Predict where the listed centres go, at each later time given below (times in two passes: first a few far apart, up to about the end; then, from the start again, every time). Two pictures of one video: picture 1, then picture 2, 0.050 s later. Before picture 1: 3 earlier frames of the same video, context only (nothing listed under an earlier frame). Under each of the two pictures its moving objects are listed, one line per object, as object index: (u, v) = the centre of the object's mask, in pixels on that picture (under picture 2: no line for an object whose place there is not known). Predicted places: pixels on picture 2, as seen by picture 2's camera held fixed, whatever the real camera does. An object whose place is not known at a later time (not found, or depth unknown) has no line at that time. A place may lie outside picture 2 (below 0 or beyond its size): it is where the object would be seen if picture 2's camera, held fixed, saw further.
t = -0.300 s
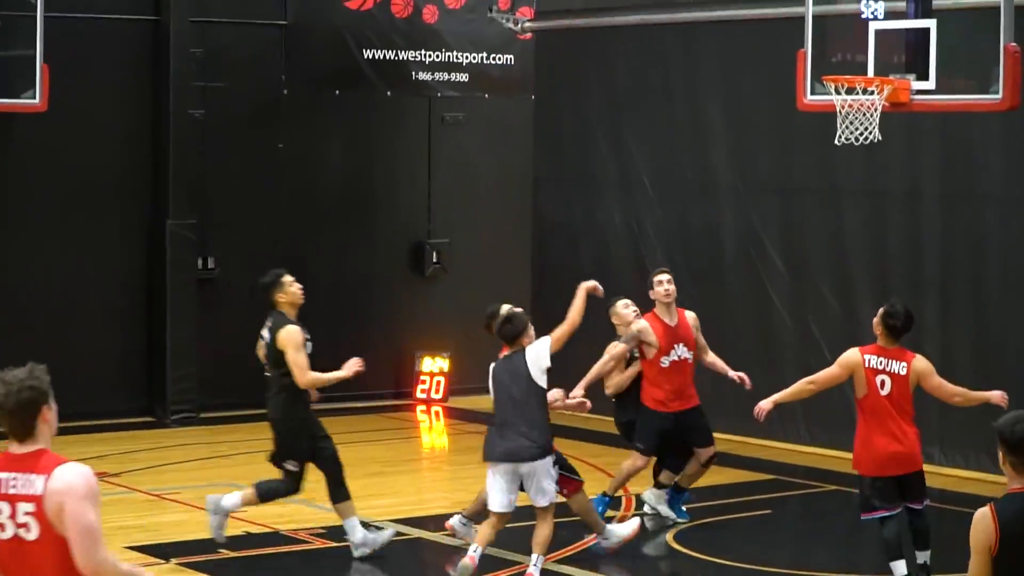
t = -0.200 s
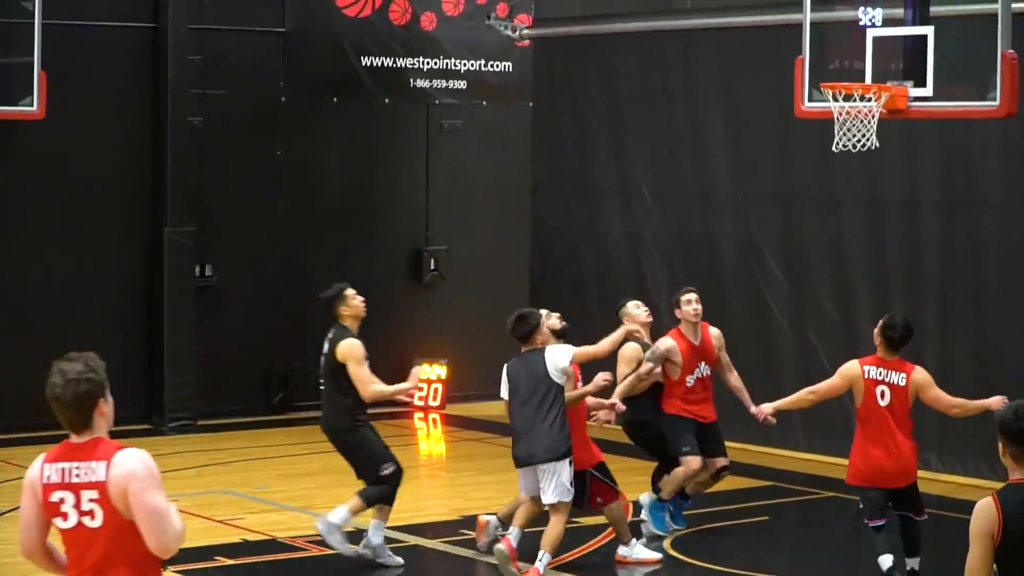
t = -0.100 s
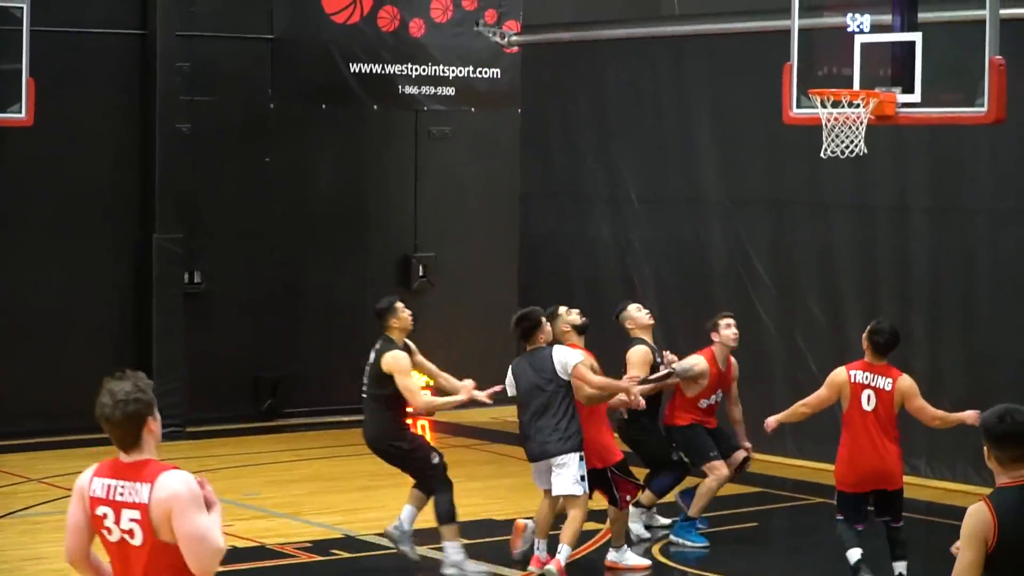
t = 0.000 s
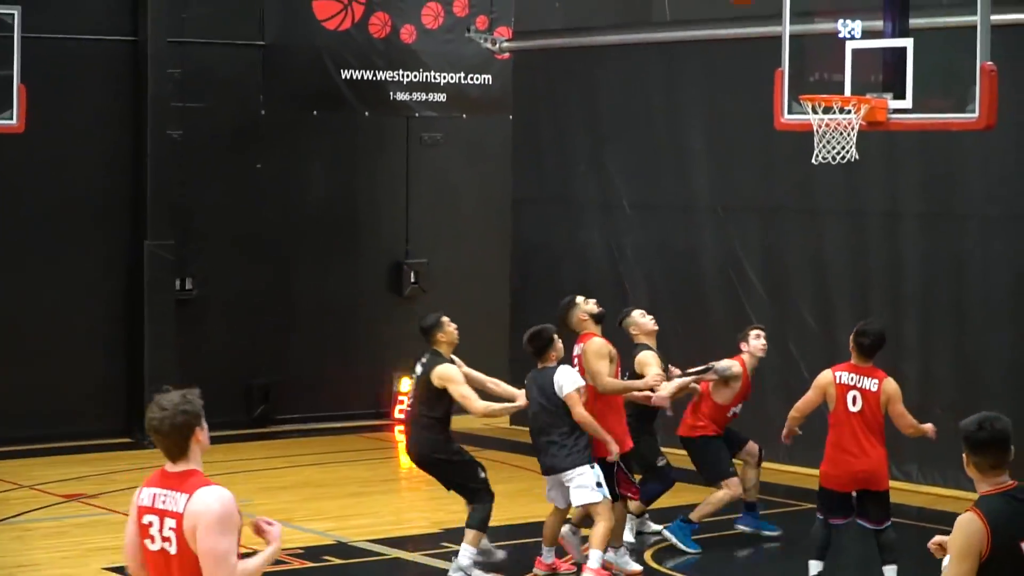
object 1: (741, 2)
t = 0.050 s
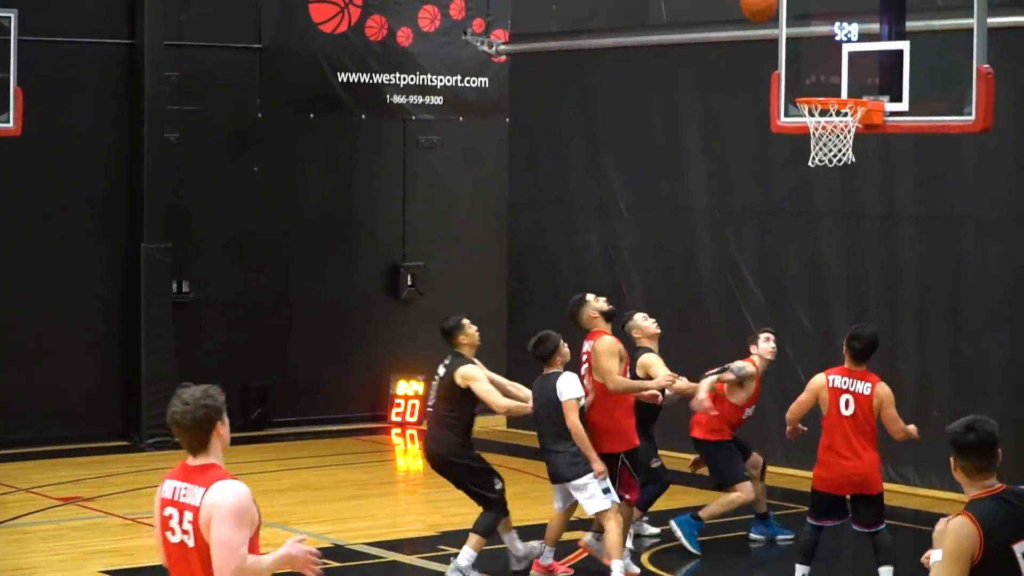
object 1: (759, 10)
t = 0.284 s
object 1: (838, 76)
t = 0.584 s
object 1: (840, 82)
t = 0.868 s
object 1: (846, 168)
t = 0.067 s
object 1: (765, 11)
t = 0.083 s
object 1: (772, 14)
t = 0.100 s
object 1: (779, 19)
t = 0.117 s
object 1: (785, 26)
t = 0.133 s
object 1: (792, 33)
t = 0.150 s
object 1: (798, 41)
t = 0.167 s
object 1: (805, 49)
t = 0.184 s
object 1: (811, 57)
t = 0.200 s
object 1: (817, 66)
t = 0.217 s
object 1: (823, 75)
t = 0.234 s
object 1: (829, 82)
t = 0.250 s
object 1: (832, 80)
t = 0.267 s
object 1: (835, 78)
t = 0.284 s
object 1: (838, 76)
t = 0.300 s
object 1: (841, 74)
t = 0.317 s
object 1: (844, 73)
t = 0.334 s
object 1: (847, 72)
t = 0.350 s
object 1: (850, 72)
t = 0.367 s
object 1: (854, 72)
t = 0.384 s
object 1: (857, 72)
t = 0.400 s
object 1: (860, 73)
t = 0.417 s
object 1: (863, 74)
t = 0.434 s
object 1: (866, 76)
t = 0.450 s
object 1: (868, 78)
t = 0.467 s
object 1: (866, 77)
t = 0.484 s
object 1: (862, 77)
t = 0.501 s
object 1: (859, 76)
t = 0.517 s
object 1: (855, 77)
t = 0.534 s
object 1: (851, 77)
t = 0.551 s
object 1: (847, 79)
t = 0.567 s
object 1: (844, 81)
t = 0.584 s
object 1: (840, 82)
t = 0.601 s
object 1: (836, 84)
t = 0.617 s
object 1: (833, 85)
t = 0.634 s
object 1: (829, 87)
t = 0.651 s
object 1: (825, 89)
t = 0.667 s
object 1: (822, 90)
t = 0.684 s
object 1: (819, 104)
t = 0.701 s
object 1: (821, 108)
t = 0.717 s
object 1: (824, 112)
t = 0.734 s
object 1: (827, 115)
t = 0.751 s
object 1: (829, 119)
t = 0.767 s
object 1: (831, 125)
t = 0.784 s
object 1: (834, 133)
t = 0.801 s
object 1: (837, 138)
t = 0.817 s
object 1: (841, 144)
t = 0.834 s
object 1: (842, 148)
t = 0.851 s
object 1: (844, 159)
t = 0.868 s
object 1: (846, 168)
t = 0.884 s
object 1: (848, 175)
